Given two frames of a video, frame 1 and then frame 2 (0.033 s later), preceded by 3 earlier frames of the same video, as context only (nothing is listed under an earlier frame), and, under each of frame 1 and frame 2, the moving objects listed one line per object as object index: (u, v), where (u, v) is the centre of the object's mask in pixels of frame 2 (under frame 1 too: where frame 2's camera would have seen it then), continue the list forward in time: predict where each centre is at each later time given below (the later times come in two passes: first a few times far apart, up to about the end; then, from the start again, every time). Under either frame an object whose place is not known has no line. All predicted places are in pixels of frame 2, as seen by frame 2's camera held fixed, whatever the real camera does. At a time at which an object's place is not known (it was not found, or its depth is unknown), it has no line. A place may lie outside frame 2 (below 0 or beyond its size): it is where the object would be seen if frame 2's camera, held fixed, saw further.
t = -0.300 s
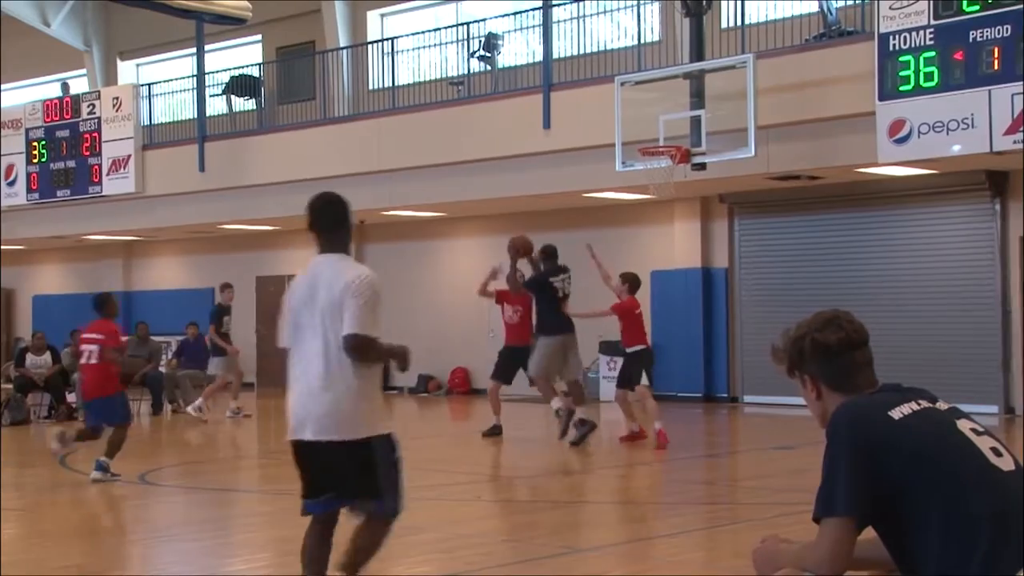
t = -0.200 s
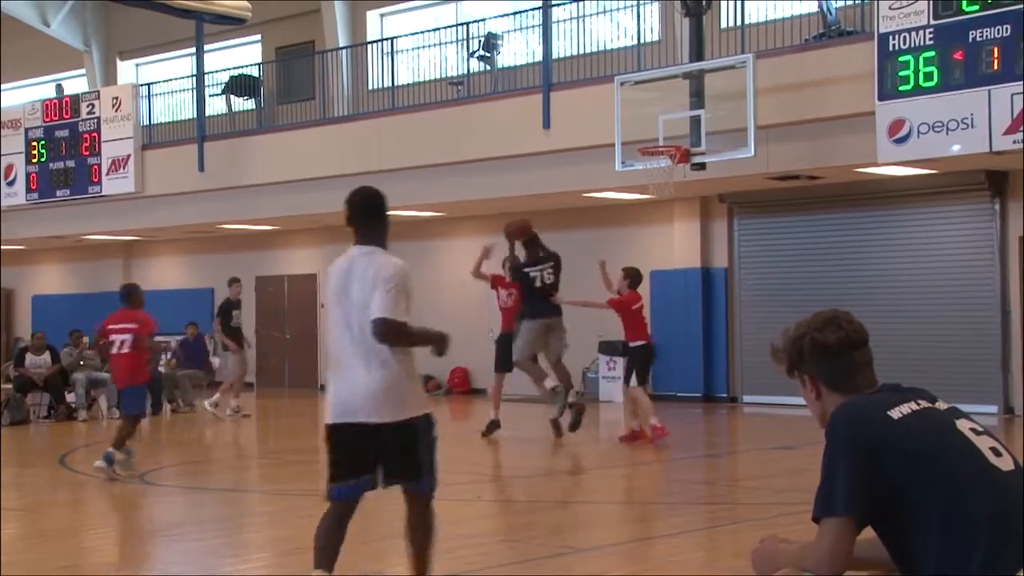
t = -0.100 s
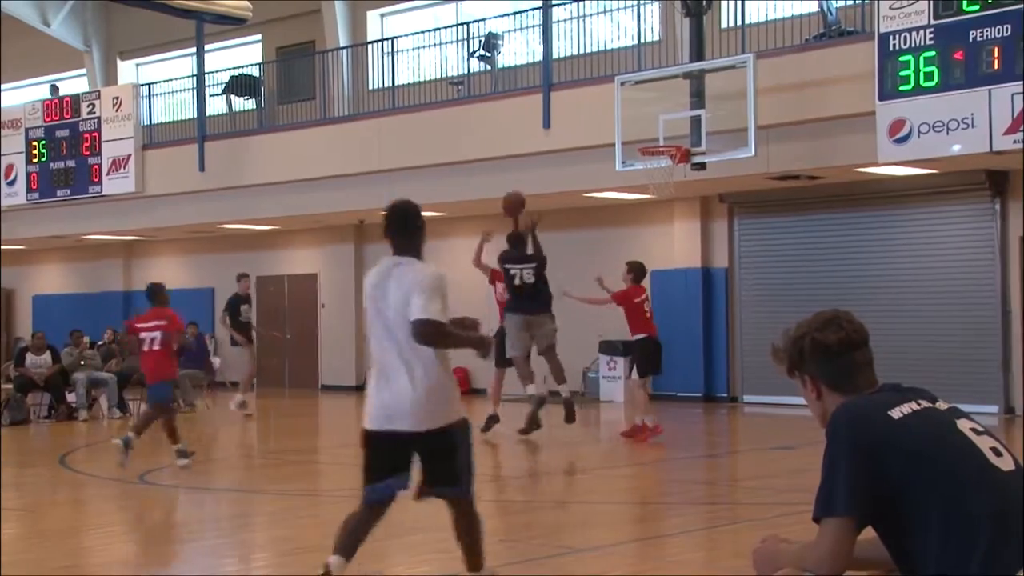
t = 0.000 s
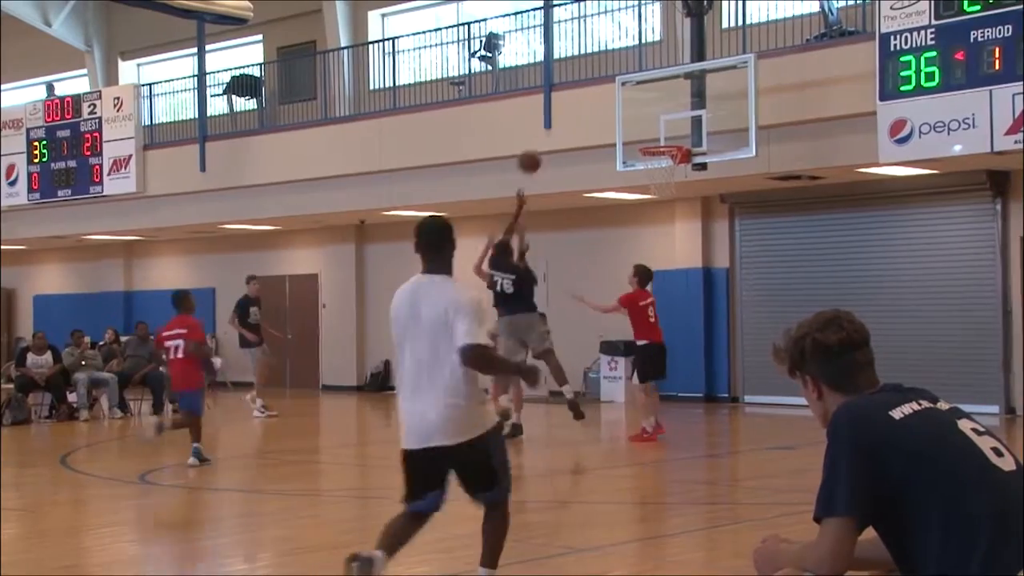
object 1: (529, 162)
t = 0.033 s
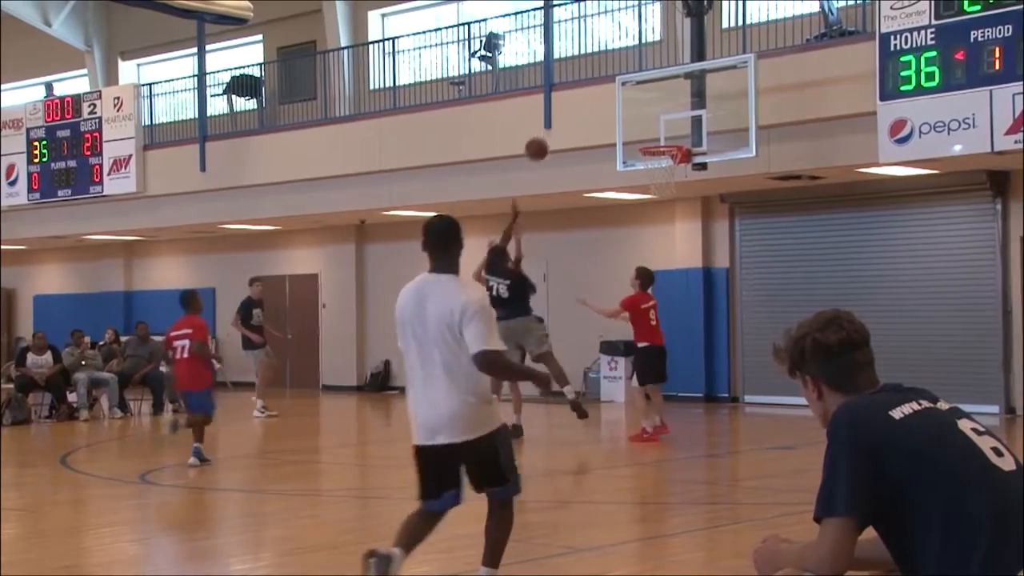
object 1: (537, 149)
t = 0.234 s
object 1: (579, 93)
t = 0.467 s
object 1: (627, 76)
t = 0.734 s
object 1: (659, 113)
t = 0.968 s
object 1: (665, 134)
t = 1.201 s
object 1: (687, 126)
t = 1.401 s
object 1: (706, 153)
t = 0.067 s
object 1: (543, 136)
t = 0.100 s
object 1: (550, 126)
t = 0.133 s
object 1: (558, 115)
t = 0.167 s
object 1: (565, 107)
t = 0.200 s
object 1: (572, 99)
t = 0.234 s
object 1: (579, 93)
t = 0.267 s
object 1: (586, 88)
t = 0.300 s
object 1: (593, 84)
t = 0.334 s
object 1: (601, 80)
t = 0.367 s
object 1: (606, 78)
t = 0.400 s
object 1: (613, 76)
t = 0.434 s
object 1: (620, 76)
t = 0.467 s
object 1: (627, 76)
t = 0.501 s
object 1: (633, 78)
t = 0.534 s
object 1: (640, 81)
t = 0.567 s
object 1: (647, 85)
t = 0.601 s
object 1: (654, 90)
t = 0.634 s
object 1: (661, 95)
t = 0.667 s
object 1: (666, 101)
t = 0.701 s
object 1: (663, 107)
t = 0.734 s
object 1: (659, 113)
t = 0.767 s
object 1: (655, 121)
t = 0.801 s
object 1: (651, 129)
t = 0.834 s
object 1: (647, 138)
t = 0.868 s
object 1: (649, 138)
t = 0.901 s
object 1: (655, 136)
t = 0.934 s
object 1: (660, 135)
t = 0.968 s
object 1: (665, 134)
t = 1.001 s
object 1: (671, 134)
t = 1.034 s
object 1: (674, 132)
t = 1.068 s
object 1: (677, 129)
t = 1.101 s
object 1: (679, 127)
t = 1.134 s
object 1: (682, 126)
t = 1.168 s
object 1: (684, 126)
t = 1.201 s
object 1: (687, 126)
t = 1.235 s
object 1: (691, 127)
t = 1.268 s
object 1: (693, 131)
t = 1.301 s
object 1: (697, 135)
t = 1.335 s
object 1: (700, 140)
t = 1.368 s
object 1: (703, 147)
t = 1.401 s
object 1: (706, 153)
